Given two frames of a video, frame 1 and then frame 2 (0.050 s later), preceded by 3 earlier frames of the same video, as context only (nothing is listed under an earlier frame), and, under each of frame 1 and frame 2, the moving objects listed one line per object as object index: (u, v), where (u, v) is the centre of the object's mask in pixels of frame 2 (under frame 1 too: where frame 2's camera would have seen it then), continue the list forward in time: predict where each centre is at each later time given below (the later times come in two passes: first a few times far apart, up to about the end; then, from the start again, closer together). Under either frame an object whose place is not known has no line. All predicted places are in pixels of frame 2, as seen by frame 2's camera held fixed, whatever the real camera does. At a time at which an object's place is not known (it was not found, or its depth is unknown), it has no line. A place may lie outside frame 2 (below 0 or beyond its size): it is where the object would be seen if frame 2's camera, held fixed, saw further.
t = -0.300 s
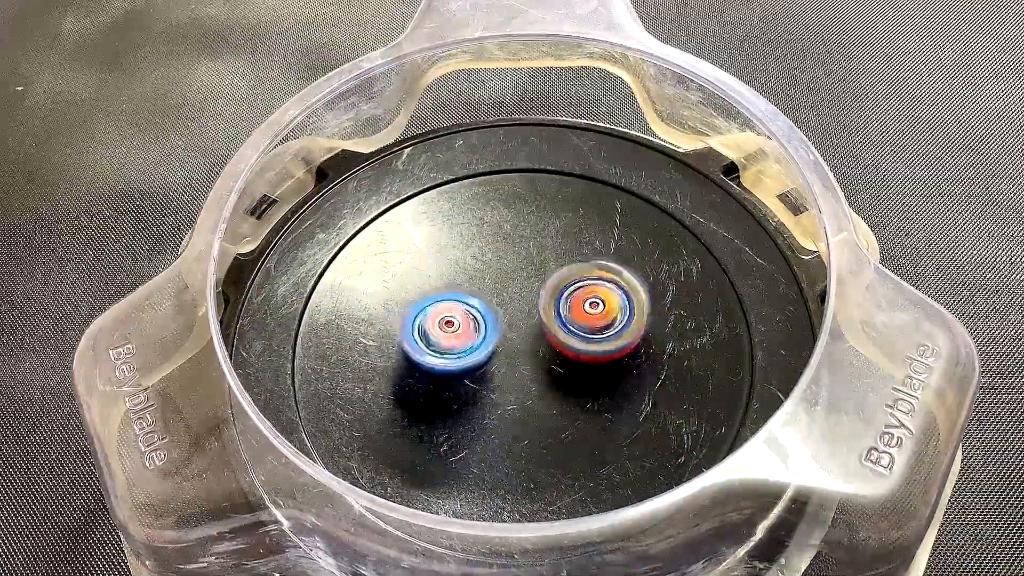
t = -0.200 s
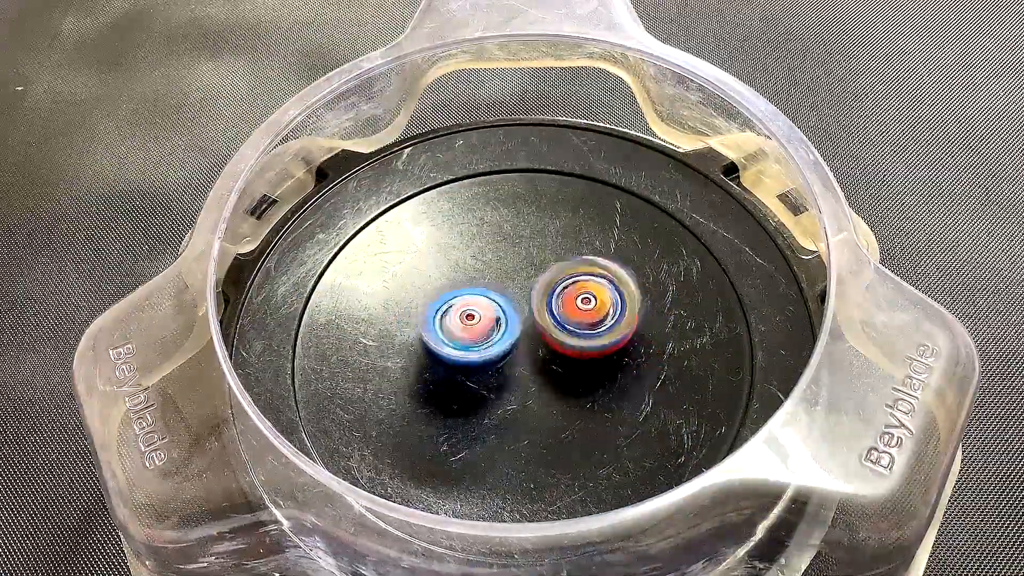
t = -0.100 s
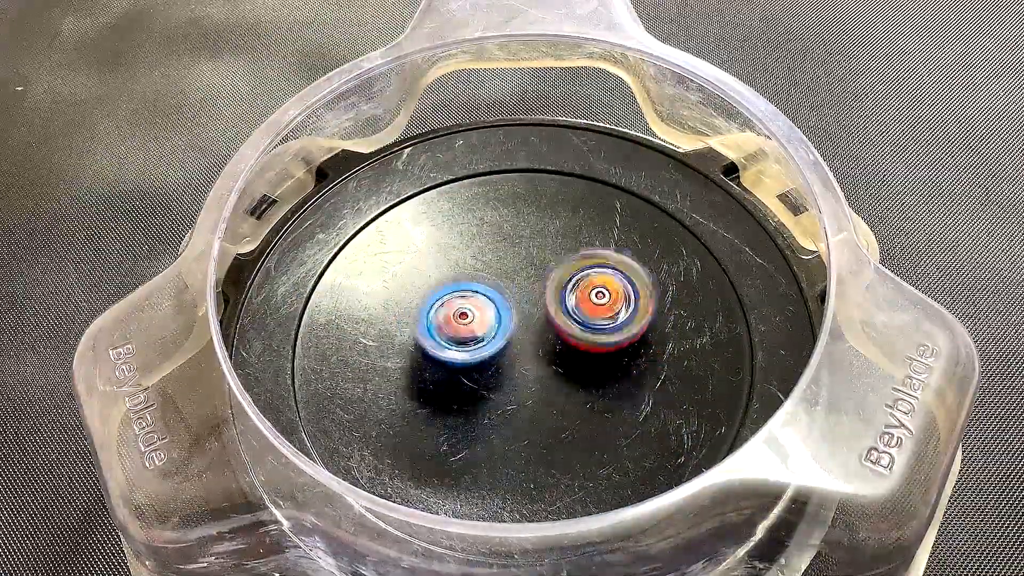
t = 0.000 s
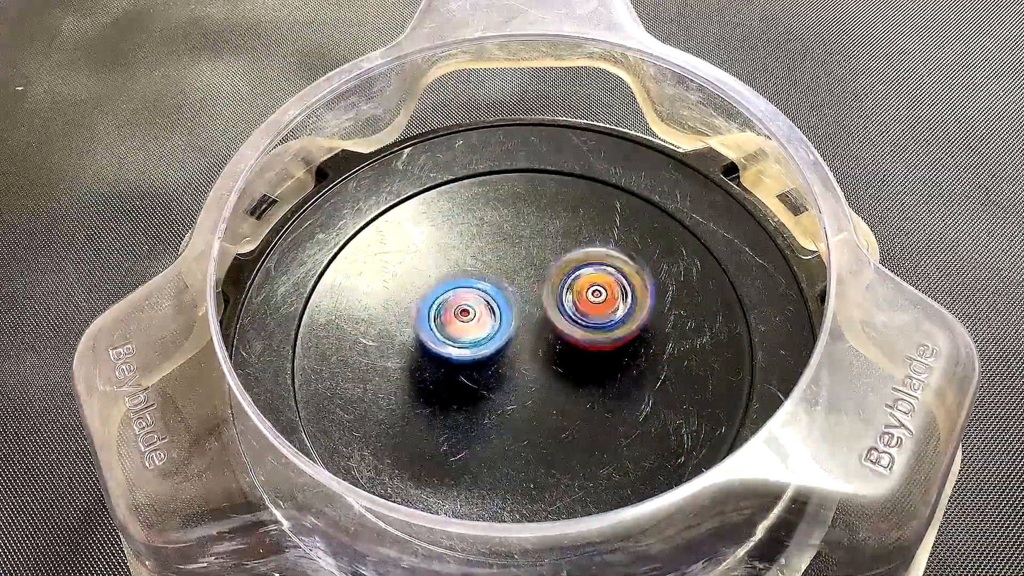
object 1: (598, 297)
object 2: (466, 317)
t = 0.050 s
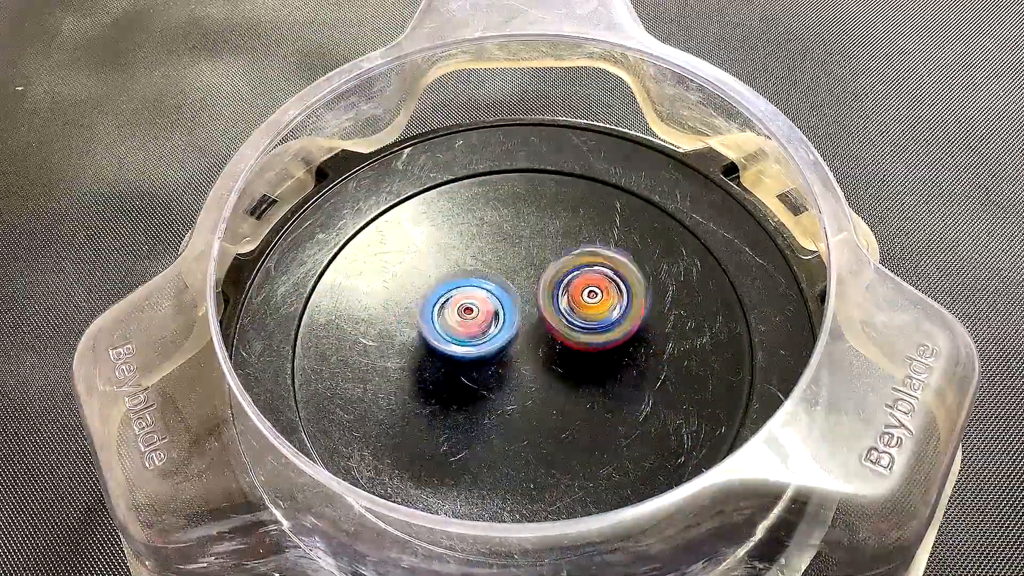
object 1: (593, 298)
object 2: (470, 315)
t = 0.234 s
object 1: (594, 301)
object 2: (475, 318)
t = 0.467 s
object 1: (600, 305)
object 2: (455, 335)
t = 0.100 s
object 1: (588, 299)
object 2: (476, 314)
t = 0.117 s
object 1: (587, 299)
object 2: (478, 313)
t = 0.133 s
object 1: (586, 299)
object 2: (479, 313)
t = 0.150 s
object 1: (588, 299)
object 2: (479, 314)
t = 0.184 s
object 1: (593, 299)
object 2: (475, 316)
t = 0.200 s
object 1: (593, 300)
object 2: (475, 317)
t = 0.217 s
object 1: (594, 300)
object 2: (474, 318)
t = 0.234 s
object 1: (594, 301)
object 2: (475, 318)
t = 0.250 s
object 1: (594, 302)
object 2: (475, 318)
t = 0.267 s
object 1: (593, 303)
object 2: (476, 318)
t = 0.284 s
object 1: (592, 303)
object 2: (477, 319)
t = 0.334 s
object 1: (588, 306)
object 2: (479, 319)
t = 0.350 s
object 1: (587, 307)
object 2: (479, 320)
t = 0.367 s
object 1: (591, 306)
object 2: (475, 324)
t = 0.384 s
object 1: (595, 305)
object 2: (468, 327)
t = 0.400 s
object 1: (598, 304)
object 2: (464, 329)
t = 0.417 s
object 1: (600, 304)
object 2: (460, 331)
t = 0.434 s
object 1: (601, 304)
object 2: (459, 333)
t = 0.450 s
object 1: (601, 304)
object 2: (457, 333)
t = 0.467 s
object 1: (600, 305)
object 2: (455, 335)
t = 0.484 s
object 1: (600, 305)
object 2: (454, 335)
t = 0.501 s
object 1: (599, 307)
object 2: (453, 336)
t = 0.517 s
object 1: (597, 306)
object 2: (454, 336)
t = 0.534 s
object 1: (596, 307)
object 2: (454, 337)
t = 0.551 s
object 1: (593, 308)
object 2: (454, 339)
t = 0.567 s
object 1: (593, 309)
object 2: (454, 339)
